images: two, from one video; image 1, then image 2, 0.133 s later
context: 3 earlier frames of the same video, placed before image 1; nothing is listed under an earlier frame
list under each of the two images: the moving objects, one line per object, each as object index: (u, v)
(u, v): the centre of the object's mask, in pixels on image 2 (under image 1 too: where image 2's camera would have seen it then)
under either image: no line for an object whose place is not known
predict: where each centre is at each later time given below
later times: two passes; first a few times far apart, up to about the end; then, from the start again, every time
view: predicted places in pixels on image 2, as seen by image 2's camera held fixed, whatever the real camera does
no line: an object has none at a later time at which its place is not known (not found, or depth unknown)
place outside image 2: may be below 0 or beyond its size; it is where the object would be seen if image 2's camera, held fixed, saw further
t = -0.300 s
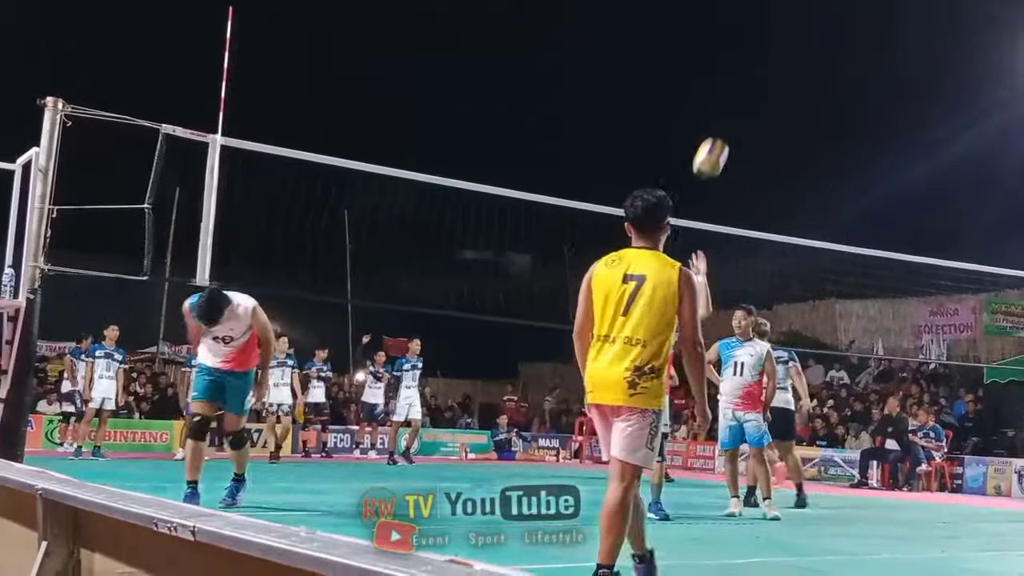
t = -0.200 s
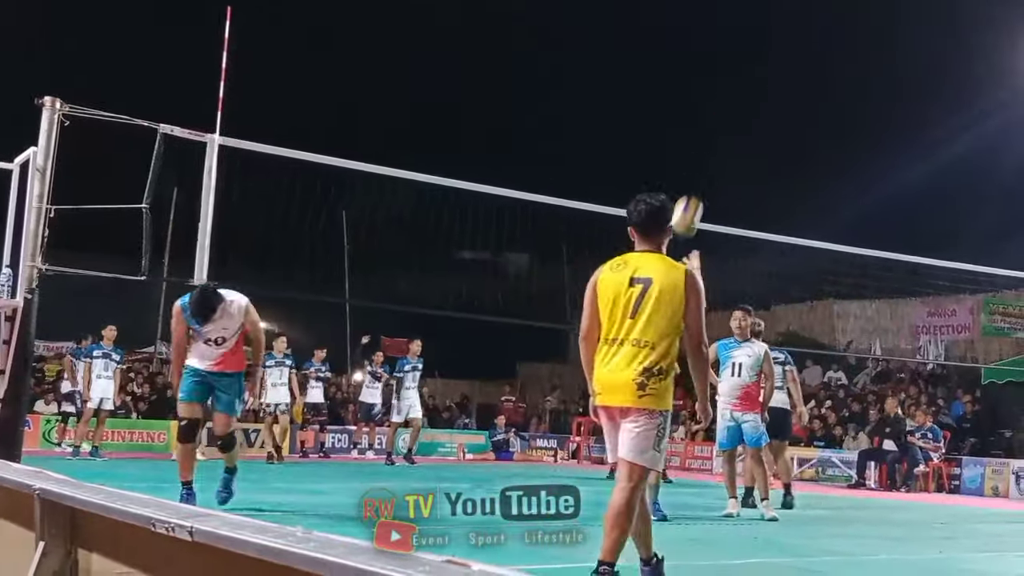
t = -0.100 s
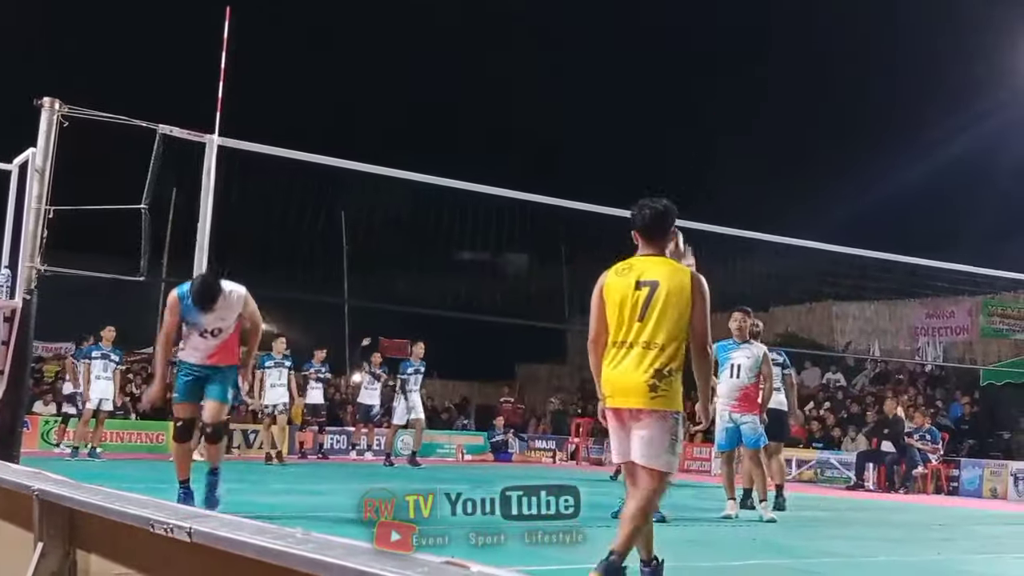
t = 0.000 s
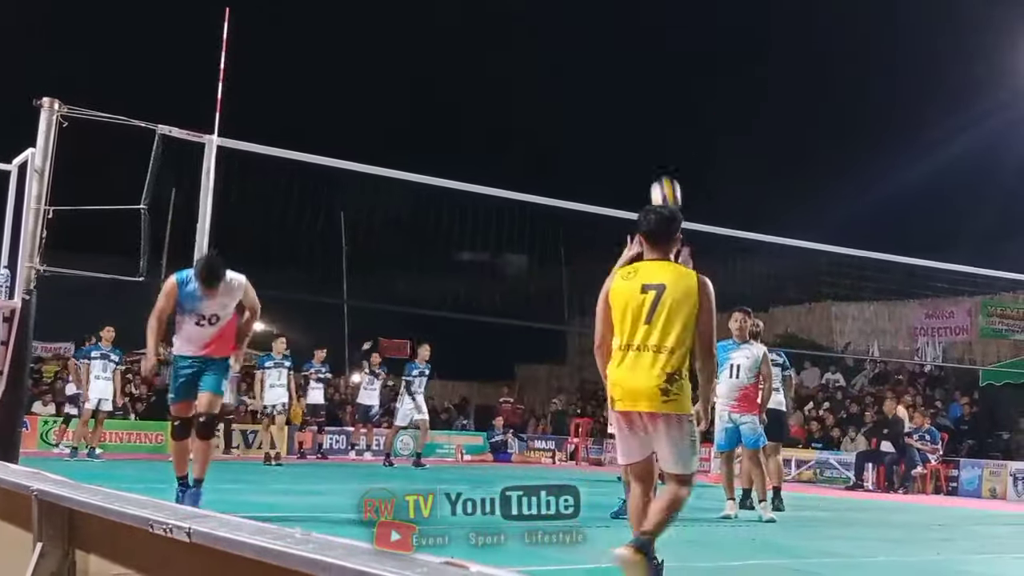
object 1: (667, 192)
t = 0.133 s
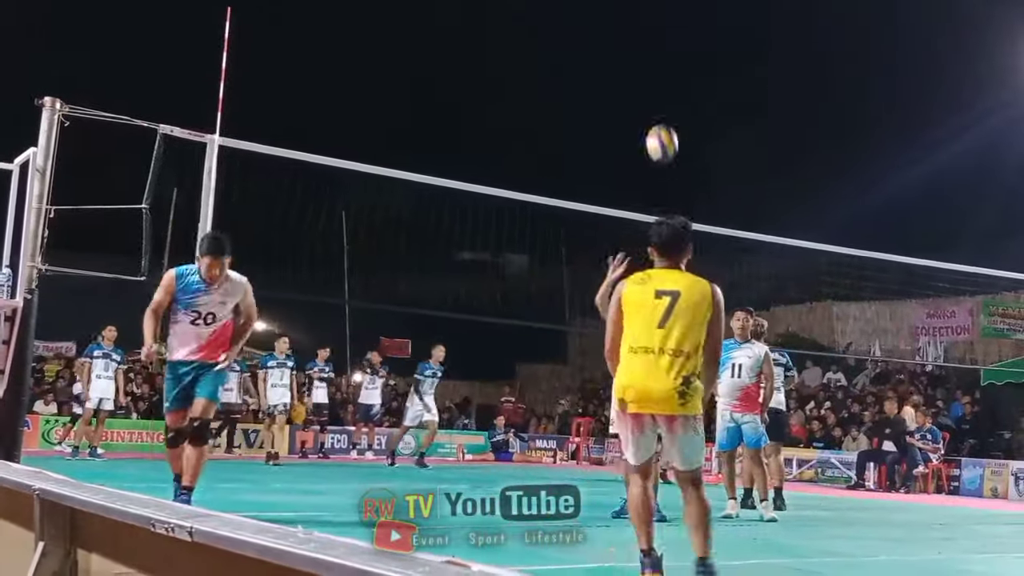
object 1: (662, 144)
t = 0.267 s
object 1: (655, 113)
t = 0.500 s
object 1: (637, 120)
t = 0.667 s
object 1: (619, 184)
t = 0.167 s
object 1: (660, 134)
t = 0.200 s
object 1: (658, 126)
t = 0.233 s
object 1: (656, 118)
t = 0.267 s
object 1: (655, 113)
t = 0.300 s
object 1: (652, 108)
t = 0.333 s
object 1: (650, 106)
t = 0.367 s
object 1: (648, 105)
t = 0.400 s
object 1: (645, 106)
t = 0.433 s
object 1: (643, 108)
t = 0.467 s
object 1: (640, 113)
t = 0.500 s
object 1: (637, 120)
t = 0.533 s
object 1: (633, 128)
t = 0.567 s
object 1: (630, 138)
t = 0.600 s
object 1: (627, 152)
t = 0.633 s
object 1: (623, 168)
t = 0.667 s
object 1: (619, 184)
